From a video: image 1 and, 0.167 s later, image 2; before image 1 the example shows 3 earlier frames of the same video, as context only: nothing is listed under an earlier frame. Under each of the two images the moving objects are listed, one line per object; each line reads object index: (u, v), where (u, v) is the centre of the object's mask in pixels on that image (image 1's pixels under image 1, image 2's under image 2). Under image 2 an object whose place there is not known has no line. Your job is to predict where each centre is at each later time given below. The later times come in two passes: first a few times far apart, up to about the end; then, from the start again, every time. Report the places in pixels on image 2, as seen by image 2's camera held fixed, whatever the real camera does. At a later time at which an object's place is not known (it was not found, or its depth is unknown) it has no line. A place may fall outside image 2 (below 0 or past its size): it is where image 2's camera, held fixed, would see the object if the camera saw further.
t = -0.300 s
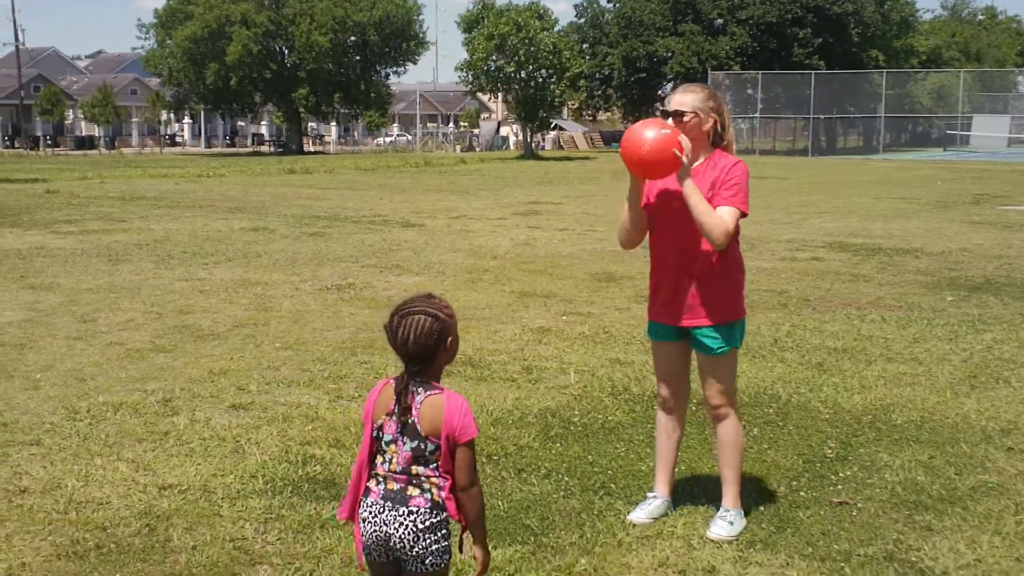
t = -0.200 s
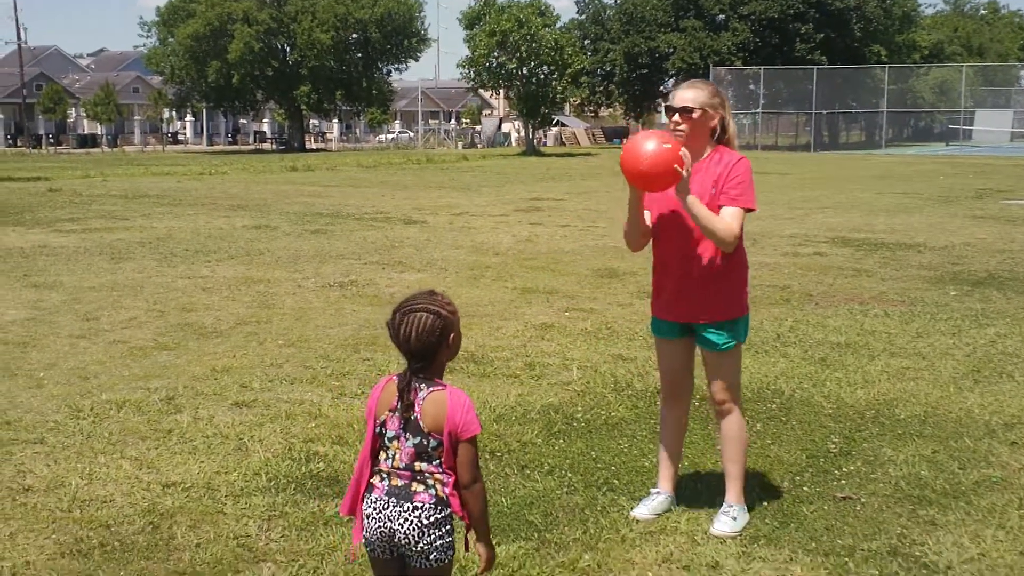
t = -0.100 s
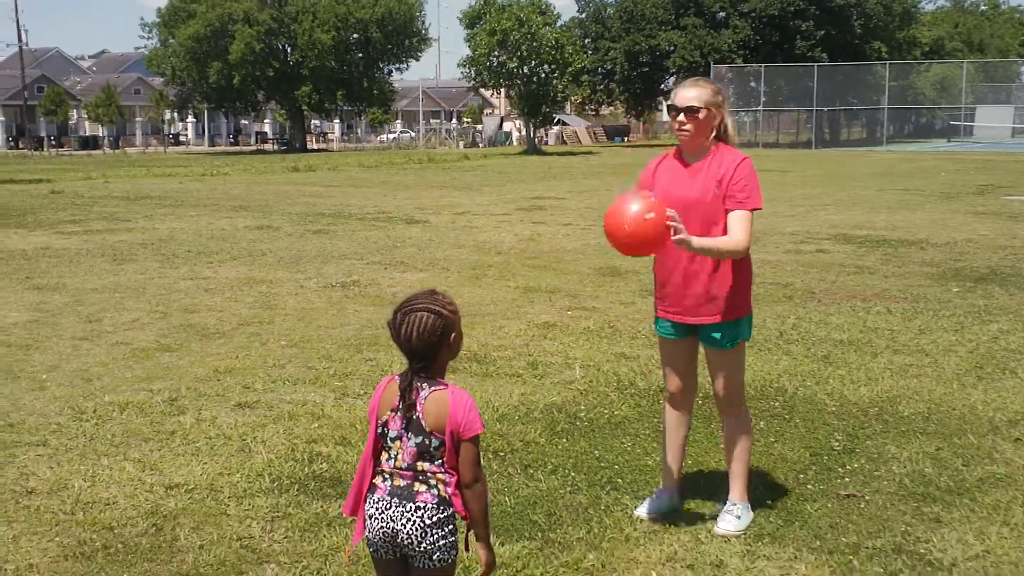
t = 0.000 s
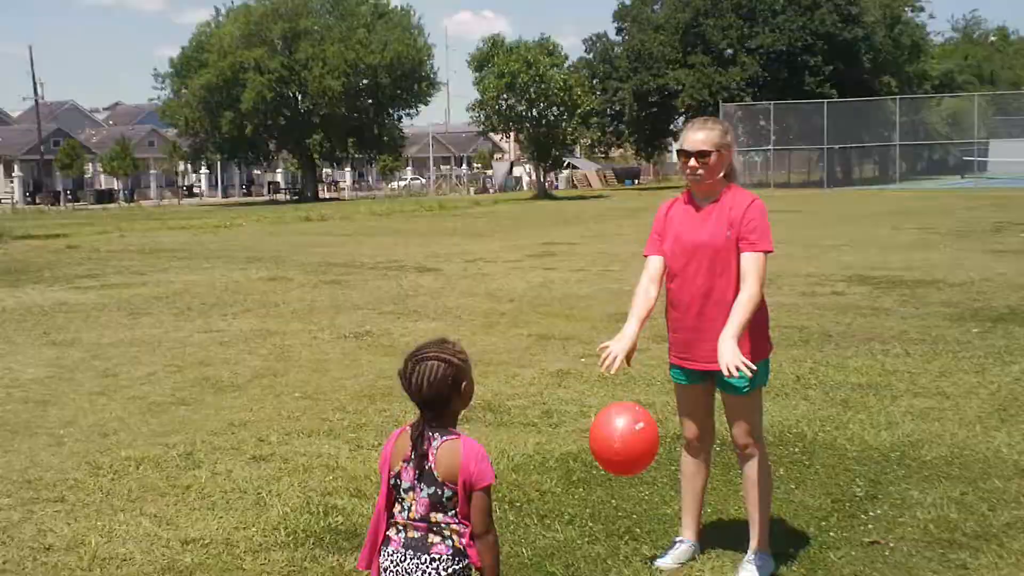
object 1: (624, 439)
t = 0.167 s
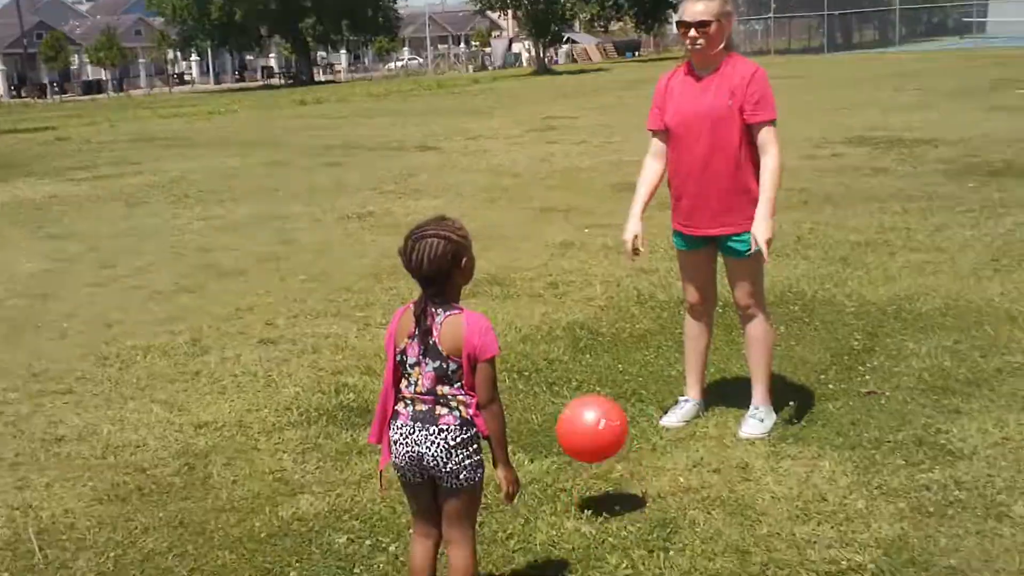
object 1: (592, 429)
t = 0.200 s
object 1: (582, 396)
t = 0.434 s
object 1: (511, 235)
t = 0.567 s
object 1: (472, 210)
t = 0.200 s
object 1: (582, 396)
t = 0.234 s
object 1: (571, 366)
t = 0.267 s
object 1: (562, 337)
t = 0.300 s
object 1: (552, 311)
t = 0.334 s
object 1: (542, 288)
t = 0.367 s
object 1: (532, 267)
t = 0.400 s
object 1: (521, 250)
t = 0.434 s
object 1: (511, 235)
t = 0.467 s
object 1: (501, 222)
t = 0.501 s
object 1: (490, 217)
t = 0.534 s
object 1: (481, 211)
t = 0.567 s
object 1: (472, 210)
